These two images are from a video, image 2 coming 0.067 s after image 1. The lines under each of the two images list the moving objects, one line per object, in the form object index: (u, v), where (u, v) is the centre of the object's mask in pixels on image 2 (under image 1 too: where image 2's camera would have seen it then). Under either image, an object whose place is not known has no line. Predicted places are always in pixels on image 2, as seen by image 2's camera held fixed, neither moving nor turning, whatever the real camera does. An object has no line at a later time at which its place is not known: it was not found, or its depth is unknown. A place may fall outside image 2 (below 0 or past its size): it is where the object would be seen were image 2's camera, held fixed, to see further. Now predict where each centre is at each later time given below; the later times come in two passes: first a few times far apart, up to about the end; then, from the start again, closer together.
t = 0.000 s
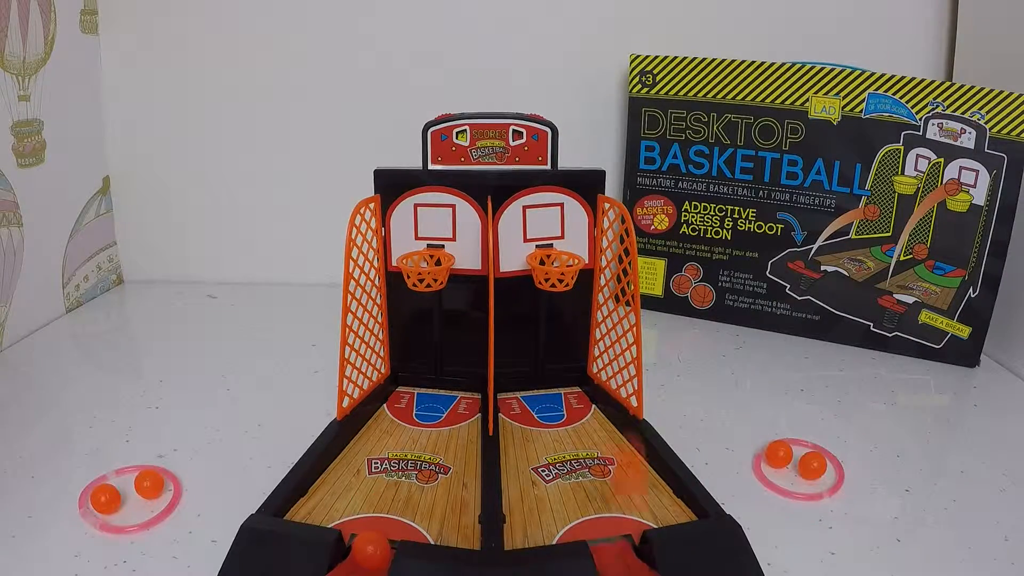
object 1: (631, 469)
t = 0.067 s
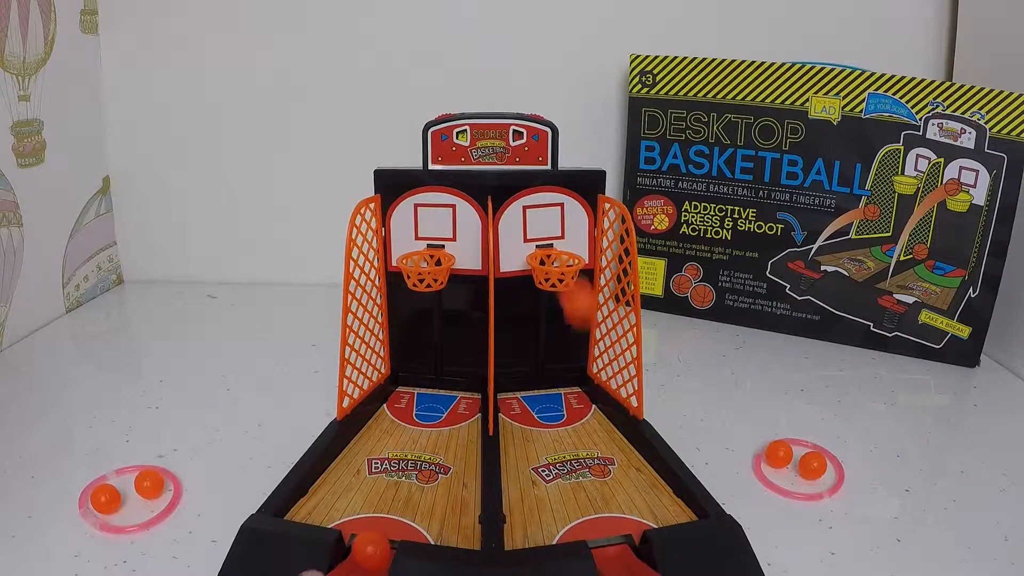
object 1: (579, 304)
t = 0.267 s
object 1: (510, 253)
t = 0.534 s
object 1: (528, 422)
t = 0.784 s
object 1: (541, 452)
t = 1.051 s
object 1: (567, 520)
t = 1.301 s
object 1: (576, 510)
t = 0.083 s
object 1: (570, 281)
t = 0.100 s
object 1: (558, 257)
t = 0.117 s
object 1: (549, 236)
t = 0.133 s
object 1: (543, 222)
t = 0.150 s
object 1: (536, 212)
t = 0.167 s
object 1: (532, 207)
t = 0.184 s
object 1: (530, 208)
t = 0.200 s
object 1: (528, 214)
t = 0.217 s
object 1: (527, 224)
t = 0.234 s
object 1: (525, 241)
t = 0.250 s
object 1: (519, 247)
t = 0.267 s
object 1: (510, 253)
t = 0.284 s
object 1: (509, 263)
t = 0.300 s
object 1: (512, 279)
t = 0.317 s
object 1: (514, 296)
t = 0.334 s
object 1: (516, 316)
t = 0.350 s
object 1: (518, 344)
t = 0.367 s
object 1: (520, 371)
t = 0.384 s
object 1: (523, 410)
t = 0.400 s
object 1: (522, 409)
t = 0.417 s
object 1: (522, 405)
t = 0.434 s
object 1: (524, 403)
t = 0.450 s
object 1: (523, 405)
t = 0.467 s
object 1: (526, 412)
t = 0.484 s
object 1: (526, 419)
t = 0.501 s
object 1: (526, 419)
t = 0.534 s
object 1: (528, 422)
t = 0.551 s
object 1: (529, 423)
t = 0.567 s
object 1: (529, 424)
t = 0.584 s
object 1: (530, 425)
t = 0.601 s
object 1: (530, 426)
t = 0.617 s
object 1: (531, 428)
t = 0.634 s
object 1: (533, 430)
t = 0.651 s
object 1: (534, 432)
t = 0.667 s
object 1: (535, 434)
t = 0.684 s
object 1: (535, 436)
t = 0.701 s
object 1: (536, 438)
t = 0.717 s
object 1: (537, 441)
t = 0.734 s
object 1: (538, 444)
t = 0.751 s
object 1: (539, 447)
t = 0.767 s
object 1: (539, 448)
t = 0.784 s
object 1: (541, 452)
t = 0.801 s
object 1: (543, 458)
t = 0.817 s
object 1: (545, 462)
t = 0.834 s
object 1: (546, 467)
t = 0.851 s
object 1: (547, 470)
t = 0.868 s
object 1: (550, 475)
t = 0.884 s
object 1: (553, 479)
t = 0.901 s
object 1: (553, 484)
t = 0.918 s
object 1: (555, 490)
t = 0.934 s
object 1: (557, 495)
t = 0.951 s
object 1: (559, 500)
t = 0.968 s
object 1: (561, 506)
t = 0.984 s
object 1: (563, 512)
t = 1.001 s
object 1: (565, 517)
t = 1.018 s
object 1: (568, 525)
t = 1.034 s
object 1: (568, 524)
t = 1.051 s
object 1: (567, 520)
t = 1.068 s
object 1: (567, 518)
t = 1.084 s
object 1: (565, 512)
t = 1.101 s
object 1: (564, 509)
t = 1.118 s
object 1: (565, 507)
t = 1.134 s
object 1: (565, 506)
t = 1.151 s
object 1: (565, 506)
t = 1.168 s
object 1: (565, 506)
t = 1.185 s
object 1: (566, 505)
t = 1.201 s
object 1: (566, 505)
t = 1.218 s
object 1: (568, 505)
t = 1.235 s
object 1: (569, 505)
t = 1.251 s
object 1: (570, 506)
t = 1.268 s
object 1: (572, 507)
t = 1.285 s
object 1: (574, 508)
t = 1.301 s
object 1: (576, 510)
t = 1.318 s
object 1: (577, 512)
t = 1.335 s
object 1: (579, 514)
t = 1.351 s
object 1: (581, 515)
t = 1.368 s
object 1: (582, 520)
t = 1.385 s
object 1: (585, 524)
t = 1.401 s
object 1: (588, 525)
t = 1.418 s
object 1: (592, 525)
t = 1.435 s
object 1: (596, 527)
